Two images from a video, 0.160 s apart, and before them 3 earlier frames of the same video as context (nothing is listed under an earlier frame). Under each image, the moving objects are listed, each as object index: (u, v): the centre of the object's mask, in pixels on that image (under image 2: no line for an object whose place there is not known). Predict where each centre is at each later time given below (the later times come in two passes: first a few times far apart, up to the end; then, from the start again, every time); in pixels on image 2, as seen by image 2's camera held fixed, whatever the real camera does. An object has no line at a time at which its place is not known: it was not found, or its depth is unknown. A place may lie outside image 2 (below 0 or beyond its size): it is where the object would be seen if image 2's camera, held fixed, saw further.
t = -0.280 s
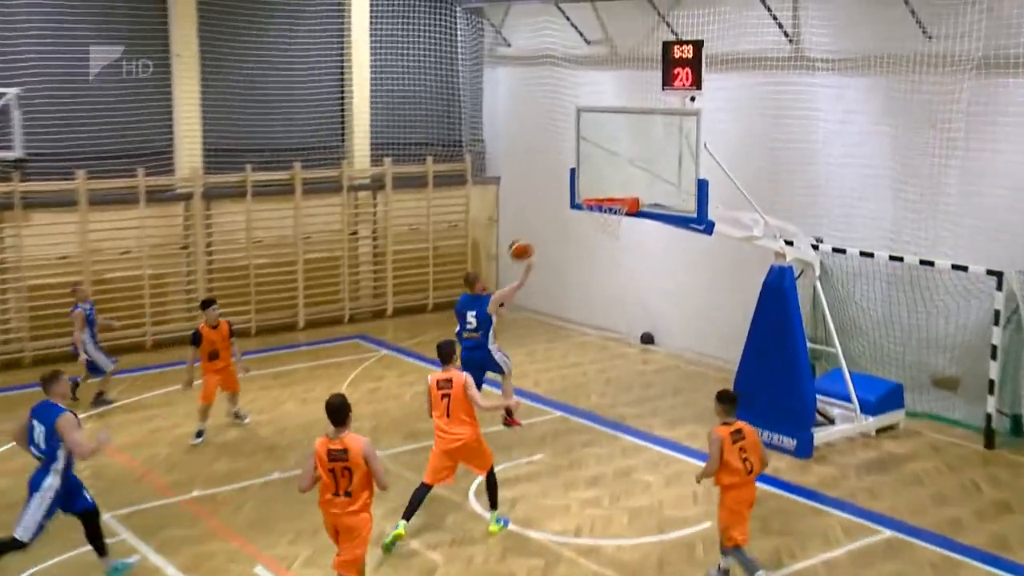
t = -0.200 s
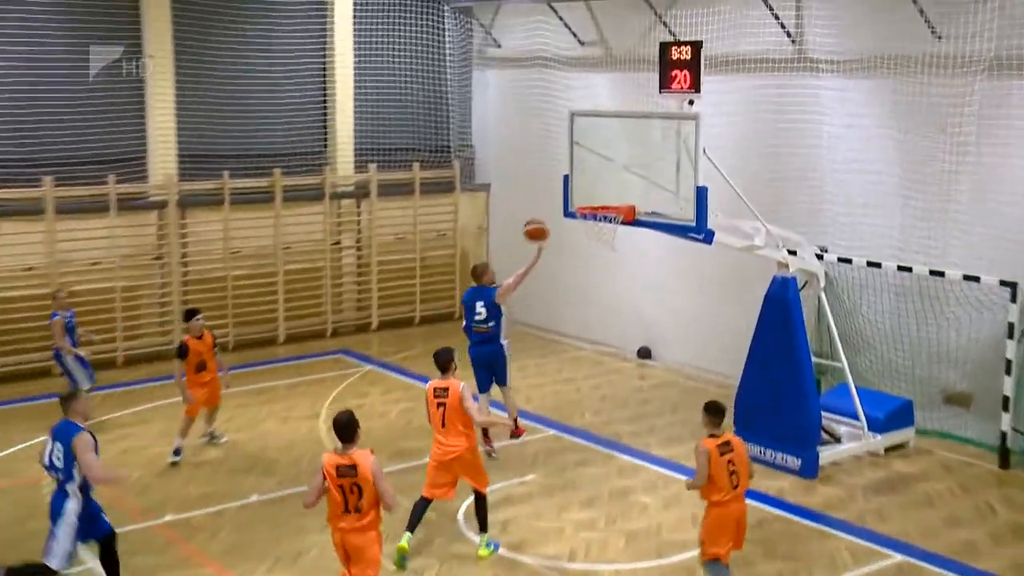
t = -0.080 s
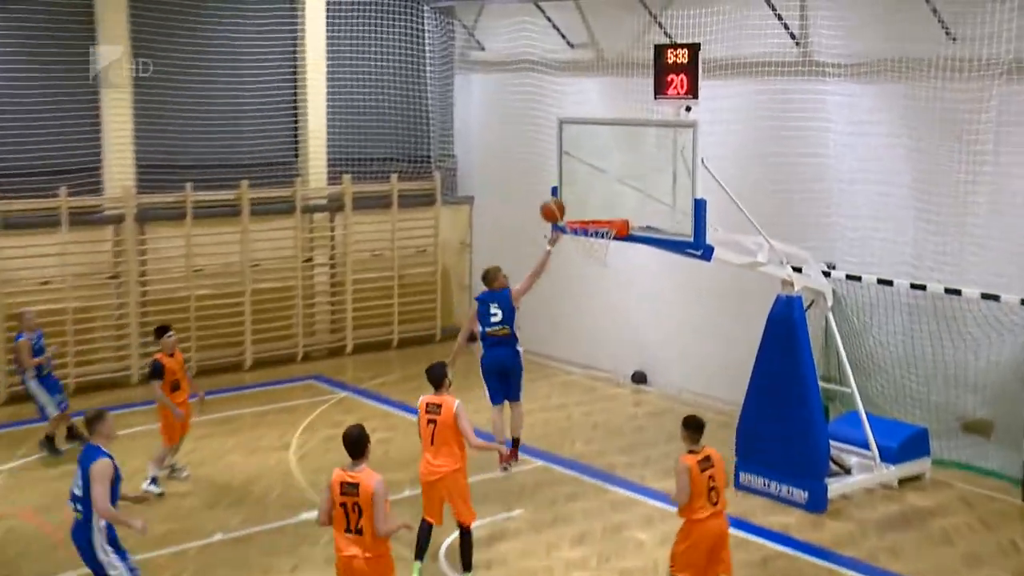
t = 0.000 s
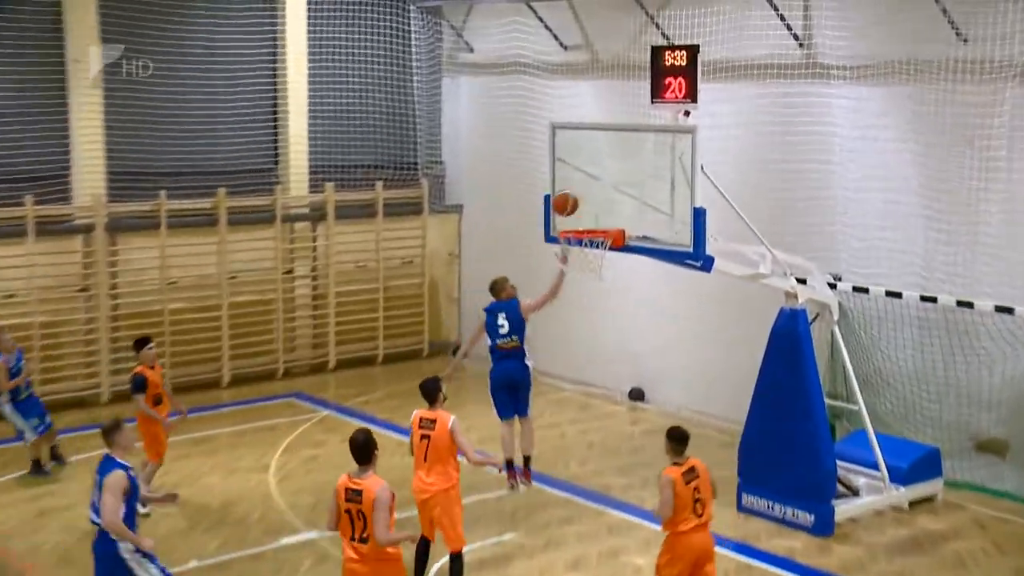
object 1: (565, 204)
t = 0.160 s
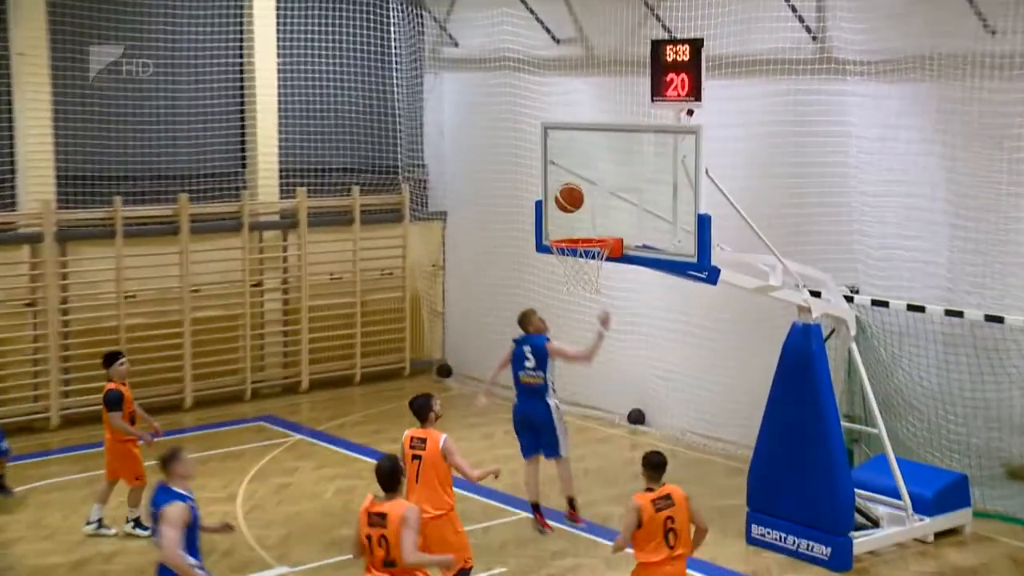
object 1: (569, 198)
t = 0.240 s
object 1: (563, 204)
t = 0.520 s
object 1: (570, 225)
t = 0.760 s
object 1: (591, 229)
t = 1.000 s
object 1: (598, 230)
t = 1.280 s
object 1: (587, 259)
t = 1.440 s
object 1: (575, 295)
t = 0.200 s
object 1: (567, 200)
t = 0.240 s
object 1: (563, 204)
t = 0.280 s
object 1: (561, 210)
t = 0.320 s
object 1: (558, 218)
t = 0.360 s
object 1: (555, 227)
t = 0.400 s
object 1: (558, 225)
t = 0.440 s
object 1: (562, 223)
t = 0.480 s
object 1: (567, 223)
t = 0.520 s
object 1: (570, 225)
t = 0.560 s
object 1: (575, 228)
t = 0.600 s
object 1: (579, 230)
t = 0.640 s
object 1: (582, 228)
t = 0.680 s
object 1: (585, 228)
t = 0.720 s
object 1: (588, 229)
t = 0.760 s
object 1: (591, 229)
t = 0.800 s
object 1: (593, 229)
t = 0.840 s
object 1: (595, 230)
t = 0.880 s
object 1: (597, 230)
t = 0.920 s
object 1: (598, 230)
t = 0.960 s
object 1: (598, 229)
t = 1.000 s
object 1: (598, 230)
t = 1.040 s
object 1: (598, 230)
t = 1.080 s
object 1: (597, 230)
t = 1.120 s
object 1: (595, 232)
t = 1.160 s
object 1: (593, 234)
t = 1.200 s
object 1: (591, 236)
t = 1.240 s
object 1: (588, 249)
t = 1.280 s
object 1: (587, 259)
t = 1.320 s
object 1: (583, 268)
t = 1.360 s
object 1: (581, 276)
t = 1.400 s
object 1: (578, 285)
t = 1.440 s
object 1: (575, 295)
